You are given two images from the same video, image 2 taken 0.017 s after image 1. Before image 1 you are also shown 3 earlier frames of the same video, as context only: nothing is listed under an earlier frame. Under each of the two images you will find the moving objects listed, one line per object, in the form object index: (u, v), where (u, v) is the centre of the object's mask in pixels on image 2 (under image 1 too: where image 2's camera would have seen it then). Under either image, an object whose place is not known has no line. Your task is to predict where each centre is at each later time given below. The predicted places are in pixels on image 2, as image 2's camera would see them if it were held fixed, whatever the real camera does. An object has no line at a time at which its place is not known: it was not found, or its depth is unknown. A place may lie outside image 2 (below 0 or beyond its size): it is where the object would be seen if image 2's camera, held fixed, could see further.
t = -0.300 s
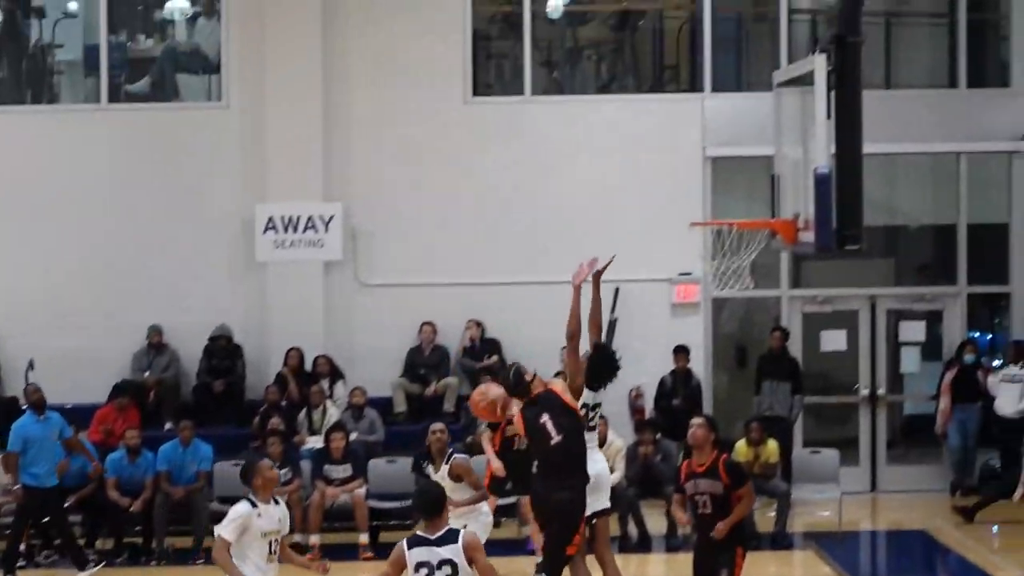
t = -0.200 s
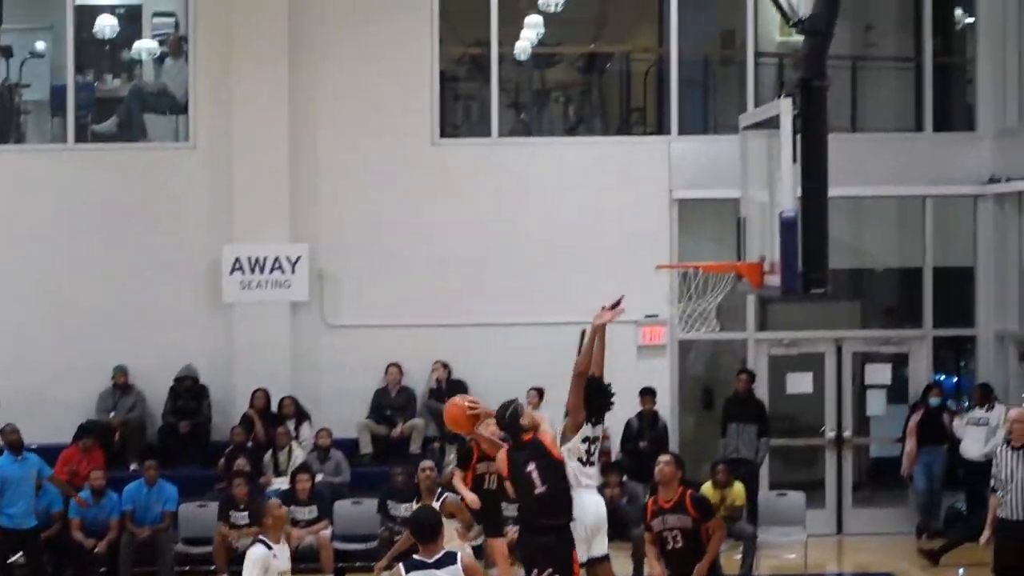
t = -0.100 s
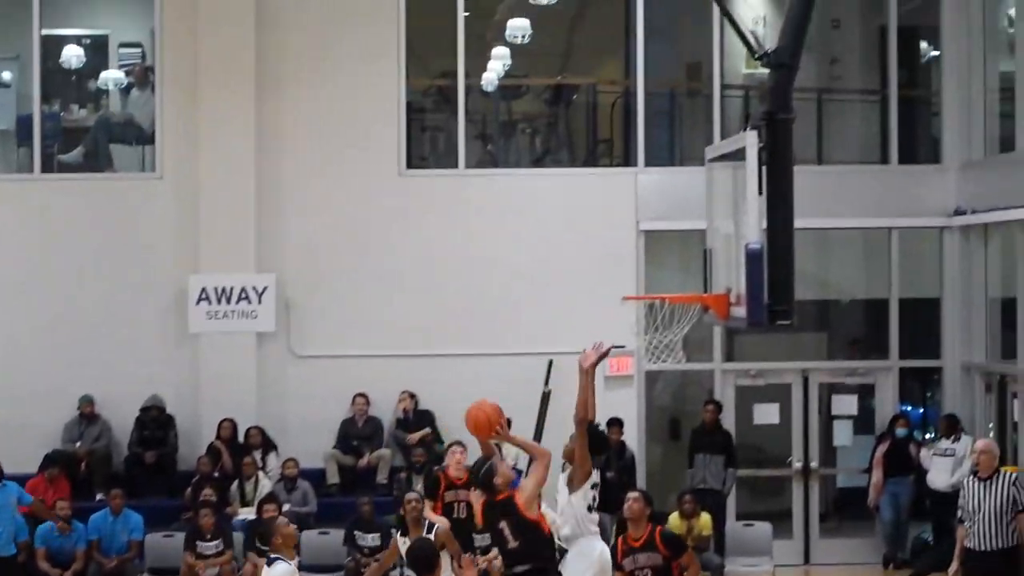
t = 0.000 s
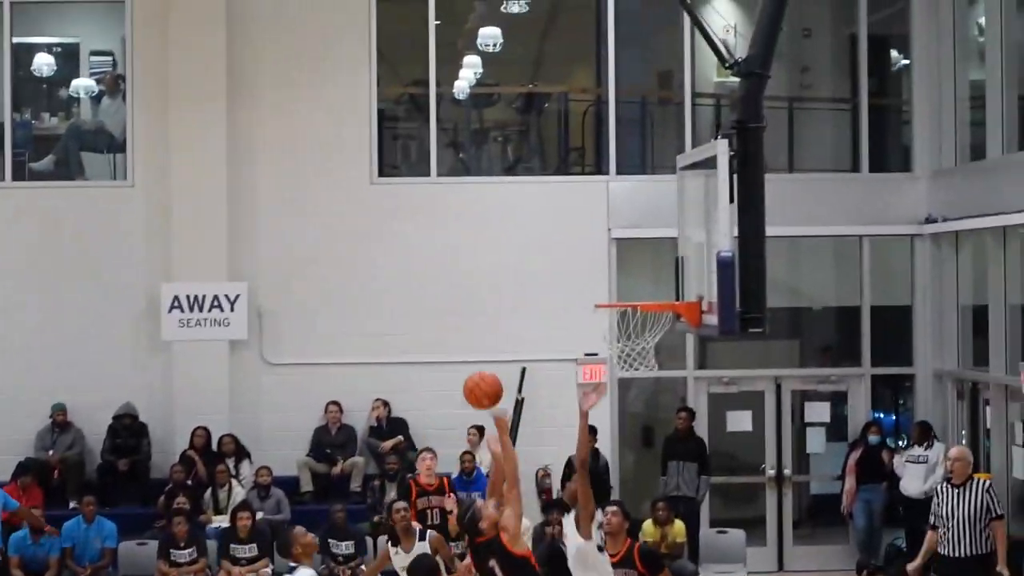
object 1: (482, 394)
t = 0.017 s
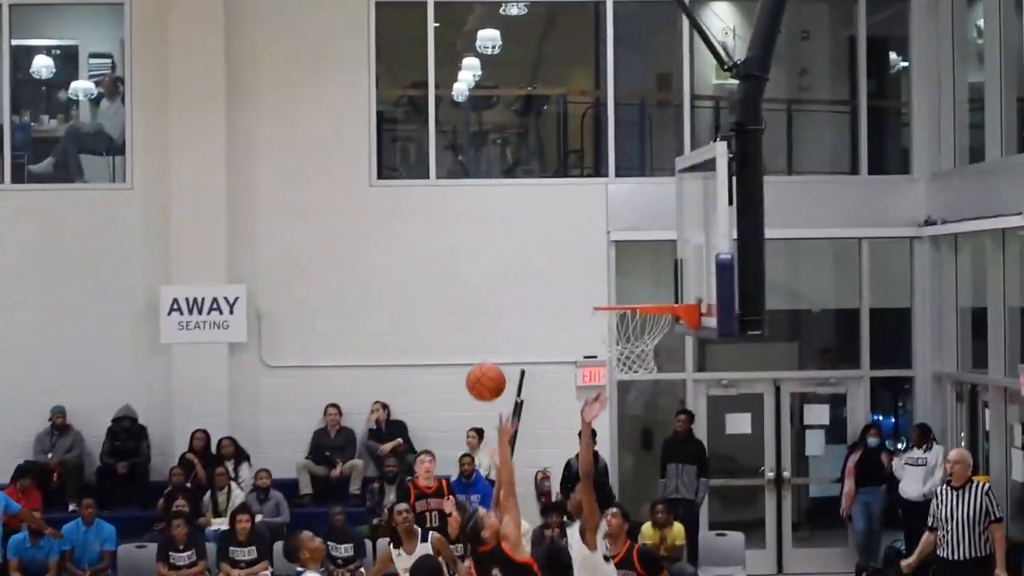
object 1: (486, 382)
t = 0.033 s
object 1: (490, 370)
